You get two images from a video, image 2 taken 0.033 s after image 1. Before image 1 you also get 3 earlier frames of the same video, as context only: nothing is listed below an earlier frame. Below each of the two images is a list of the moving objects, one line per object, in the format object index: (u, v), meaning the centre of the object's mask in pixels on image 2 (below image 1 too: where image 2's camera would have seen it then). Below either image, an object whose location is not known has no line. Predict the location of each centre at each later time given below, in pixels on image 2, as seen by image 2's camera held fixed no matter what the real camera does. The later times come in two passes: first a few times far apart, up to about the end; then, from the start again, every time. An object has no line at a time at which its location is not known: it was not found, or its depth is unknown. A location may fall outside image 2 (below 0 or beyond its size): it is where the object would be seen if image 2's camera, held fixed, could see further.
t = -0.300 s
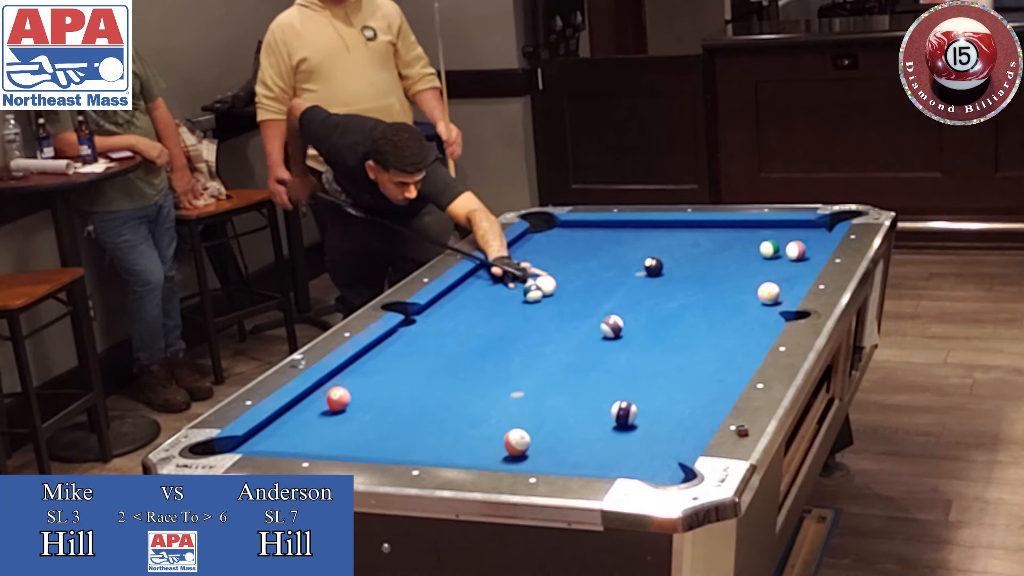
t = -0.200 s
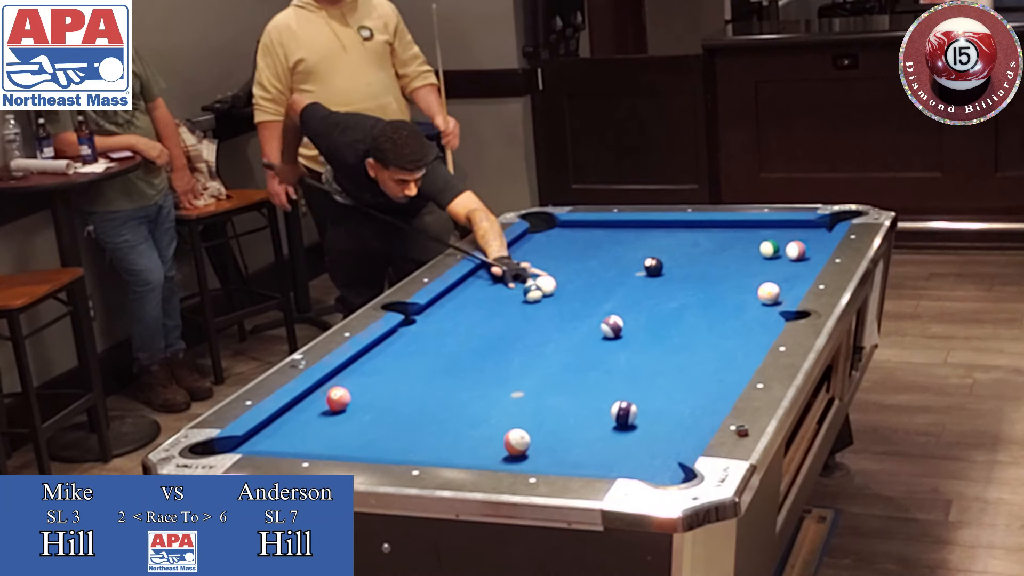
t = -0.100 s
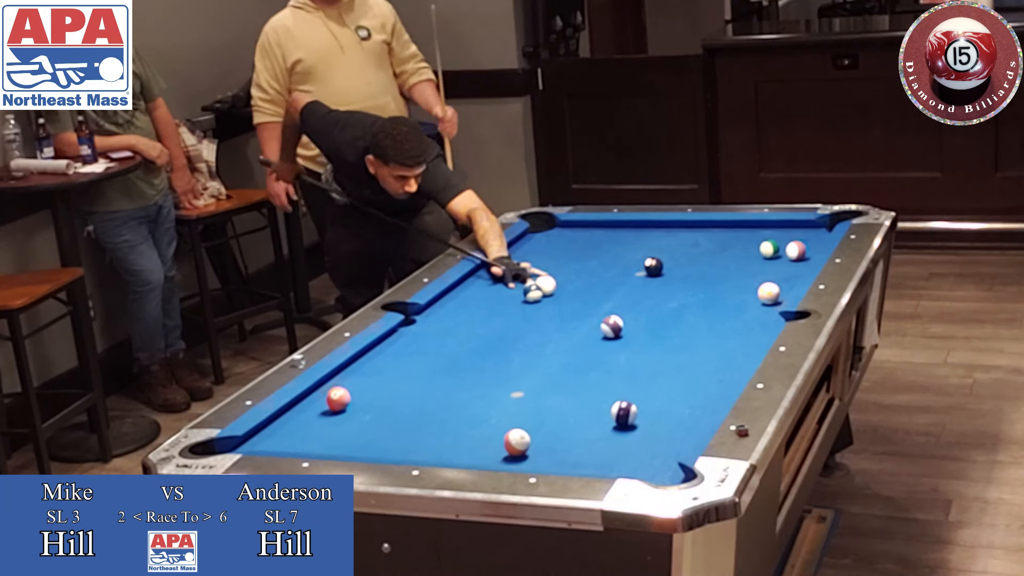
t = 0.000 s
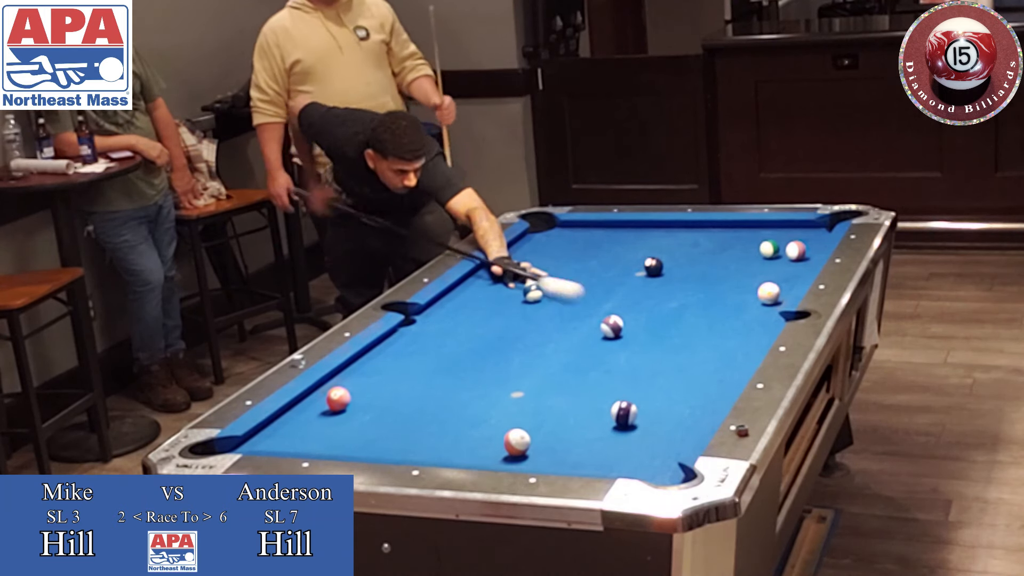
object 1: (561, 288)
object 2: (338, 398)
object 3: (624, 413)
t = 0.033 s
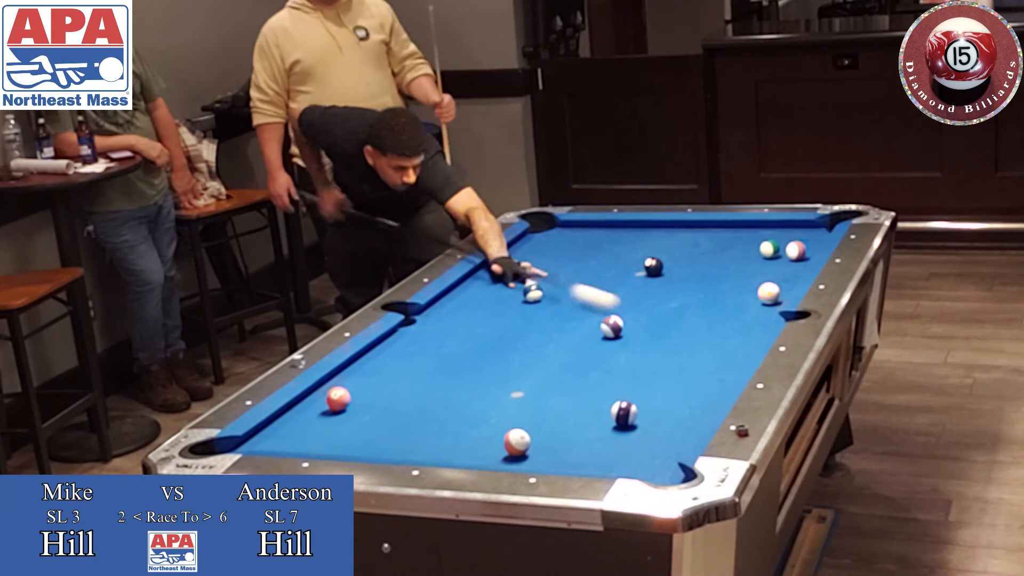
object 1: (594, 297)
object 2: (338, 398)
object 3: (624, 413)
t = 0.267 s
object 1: (652, 352)
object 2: (338, 398)
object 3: (624, 413)
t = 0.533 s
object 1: (423, 383)
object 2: (338, 398)
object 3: (624, 413)
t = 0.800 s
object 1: (326, 388)
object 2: (295, 423)
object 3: (624, 413)
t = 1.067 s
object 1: (361, 380)
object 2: (317, 446)
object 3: (624, 413)
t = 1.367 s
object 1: (406, 371)
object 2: (394, 442)
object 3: (624, 413)
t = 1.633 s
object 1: (443, 363)
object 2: (462, 431)
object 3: (624, 413)
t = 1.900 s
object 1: (477, 356)
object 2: (526, 421)
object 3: (624, 413)
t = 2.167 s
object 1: (508, 350)
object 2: (586, 414)
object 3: (624, 413)
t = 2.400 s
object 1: (533, 345)
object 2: (609, 406)
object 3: (645, 413)
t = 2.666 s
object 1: (560, 340)
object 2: (624, 398)
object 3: (674, 415)
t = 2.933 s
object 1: (583, 335)
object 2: (637, 390)
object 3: (693, 415)
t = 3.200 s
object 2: (647, 384)
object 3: (675, 415)
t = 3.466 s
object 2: (656, 378)
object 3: (660, 414)
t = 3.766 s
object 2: (664, 373)
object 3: (645, 413)
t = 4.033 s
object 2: (669, 369)
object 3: (634, 413)
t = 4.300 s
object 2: (673, 367)
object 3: (627, 413)
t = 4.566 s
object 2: (676, 365)
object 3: (621, 413)
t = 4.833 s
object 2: (677, 364)
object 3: (618, 413)
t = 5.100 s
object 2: (677, 364)
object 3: (617, 413)
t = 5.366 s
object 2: (677, 364)
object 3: (617, 413)
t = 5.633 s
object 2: (677, 364)
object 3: (617, 413)
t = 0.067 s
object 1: (630, 307)
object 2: (338, 398)
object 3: (624, 413)
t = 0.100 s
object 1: (667, 317)
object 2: (338, 398)
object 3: (624, 413)
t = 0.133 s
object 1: (705, 327)
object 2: (338, 398)
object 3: (624, 413)
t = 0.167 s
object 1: (738, 338)
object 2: (338, 398)
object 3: (624, 413)
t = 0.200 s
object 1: (721, 344)
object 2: (338, 398)
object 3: (624, 413)
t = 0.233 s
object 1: (686, 348)
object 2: (338, 398)
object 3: (624, 413)
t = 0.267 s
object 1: (652, 352)
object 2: (338, 398)
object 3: (624, 413)
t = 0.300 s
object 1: (619, 356)
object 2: (338, 398)
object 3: (624, 413)
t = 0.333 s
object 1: (588, 360)
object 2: (338, 398)
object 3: (624, 413)
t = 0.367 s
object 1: (558, 364)
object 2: (338, 398)
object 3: (624, 413)
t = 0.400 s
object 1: (529, 367)
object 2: (338, 398)
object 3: (624, 413)
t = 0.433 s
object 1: (501, 371)
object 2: (338, 398)
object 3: (624, 413)
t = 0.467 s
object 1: (474, 375)
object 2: (338, 398)
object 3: (624, 413)
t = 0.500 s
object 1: (449, 379)
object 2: (338, 398)
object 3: (624, 413)
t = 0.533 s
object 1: (423, 383)
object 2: (338, 398)
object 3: (624, 413)
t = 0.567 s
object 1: (397, 387)
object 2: (338, 398)
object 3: (624, 413)
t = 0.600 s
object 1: (371, 392)
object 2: (338, 398)
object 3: (624, 413)
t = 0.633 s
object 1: (359, 392)
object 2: (326, 401)
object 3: (624, 413)
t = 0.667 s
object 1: (354, 391)
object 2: (304, 407)
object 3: (624, 413)
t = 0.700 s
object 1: (348, 390)
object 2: (288, 412)
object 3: (624, 413)
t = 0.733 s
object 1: (342, 389)
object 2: (289, 416)
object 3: (624, 413)
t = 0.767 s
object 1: (334, 389)
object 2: (292, 420)
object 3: (624, 413)
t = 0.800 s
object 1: (326, 388)
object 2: (295, 423)
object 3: (624, 413)
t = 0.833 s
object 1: (321, 388)
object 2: (297, 427)
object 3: (624, 413)
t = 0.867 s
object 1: (328, 387)
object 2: (300, 430)
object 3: (624, 413)
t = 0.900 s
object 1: (334, 385)
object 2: (303, 433)
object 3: (624, 413)
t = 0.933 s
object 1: (339, 384)
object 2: (305, 436)
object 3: (624, 413)
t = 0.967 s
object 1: (345, 383)
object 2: (308, 440)
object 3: (624, 413)
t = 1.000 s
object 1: (350, 382)
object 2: (311, 442)
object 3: (624, 413)
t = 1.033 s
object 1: (355, 381)
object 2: (314, 444)
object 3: (624, 413)
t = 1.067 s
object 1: (361, 380)
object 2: (317, 446)
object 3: (624, 413)
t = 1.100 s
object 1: (366, 379)
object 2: (322, 447)
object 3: (624, 413)
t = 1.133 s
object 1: (371, 378)
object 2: (331, 447)
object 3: (624, 413)
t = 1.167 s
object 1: (376, 377)
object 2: (341, 447)
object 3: (624, 413)
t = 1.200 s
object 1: (382, 376)
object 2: (350, 446)
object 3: (624, 413)
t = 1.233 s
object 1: (387, 374)
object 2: (358, 445)
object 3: (624, 413)
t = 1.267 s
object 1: (392, 373)
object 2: (368, 444)
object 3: (624, 413)
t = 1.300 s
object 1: (396, 372)
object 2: (376, 443)
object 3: (624, 413)
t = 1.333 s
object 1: (401, 372)
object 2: (385, 442)
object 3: (624, 413)
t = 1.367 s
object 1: (406, 371)
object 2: (394, 442)
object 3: (624, 413)
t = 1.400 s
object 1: (411, 370)
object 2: (402, 440)
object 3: (624, 413)
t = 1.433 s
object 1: (415, 369)
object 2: (411, 439)
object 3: (624, 413)
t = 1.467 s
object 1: (420, 368)
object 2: (420, 438)
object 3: (624, 413)
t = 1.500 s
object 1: (425, 367)
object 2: (428, 436)
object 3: (624, 413)
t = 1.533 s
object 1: (429, 366)
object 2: (437, 435)
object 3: (624, 413)
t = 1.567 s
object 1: (434, 365)
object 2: (445, 434)
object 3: (624, 413)
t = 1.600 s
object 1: (438, 364)
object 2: (454, 433)
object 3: (624, 413)
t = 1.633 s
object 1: (443, 363)
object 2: (462, 431)
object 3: (624, 413)
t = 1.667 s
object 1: (447, 362)
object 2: (470, 430)
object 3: (624, 413)
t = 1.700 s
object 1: (452, 361)
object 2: (478, 429)
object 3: (624, 413)
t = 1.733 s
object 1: (456, 360)
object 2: (486, 428)
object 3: (624, 413)
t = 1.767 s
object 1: (460, 360)
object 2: (494, 427)
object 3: (624, 413)
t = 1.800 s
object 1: (464, 359)
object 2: (501, 425)
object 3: (624, 413)
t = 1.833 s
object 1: (469, 358)
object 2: (509, 422)
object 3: (624, 413)
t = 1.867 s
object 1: (473, 357)
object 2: (518, 420)
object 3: (624, 413)
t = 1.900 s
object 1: (477, 356)
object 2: (526, 421)
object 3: (624, 413)
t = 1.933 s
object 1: (481, 355)
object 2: (533, 421)
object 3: (624, 413)
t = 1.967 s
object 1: (485, 355)
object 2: (541, 420)
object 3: (624, 413)
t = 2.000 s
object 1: (489, 354)
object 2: (549, 419)
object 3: (624, 413)
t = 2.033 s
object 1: (493, 353)
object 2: (557, 418)
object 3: (624, 413)
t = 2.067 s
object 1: (497, 352)
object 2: (564, 417)
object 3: (624, 413)
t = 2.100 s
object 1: (501, 352)
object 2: (571, 416)
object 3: (624, 413)
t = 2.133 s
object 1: (505, 351)
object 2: (579, 415)
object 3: (624, 413)
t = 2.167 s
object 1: (508, 350)
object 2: (586, 414)
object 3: (624, 413)
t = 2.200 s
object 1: (512, 349)
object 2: (593, 413)
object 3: (624, 413)
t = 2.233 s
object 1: (516, 348)
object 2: (598, 412)
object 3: (625, 413)
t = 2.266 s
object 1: (519, 348)
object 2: (601, 410)
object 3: (630, 413)
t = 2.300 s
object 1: (523, 347)
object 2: (603, 409)
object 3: (633, 413)
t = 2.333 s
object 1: (526, 346)
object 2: (605, 408)
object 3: (637, 413)
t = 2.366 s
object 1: (530, 346)
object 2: (607, 407)
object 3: (641, 413)
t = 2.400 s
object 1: (533, 345)
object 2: (609, 406)
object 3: (645, 413)
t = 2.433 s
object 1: (537, 345)
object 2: (611, 405)
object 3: (649, 413)
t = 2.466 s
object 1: (540, 344)
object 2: (613, 404)
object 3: (653, 413)
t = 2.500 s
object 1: (544, 343)
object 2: (615, 403)
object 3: (657, 414)
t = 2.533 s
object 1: (547, 342)
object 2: (617, 402)
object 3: (661, 414)
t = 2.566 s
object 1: (550, 342)
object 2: (619, 401)
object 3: (664, 415)
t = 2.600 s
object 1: (553, 341)
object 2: (620, 399)
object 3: (667, 415)
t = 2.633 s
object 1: (556, 340)
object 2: (622, 398)
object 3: (671, 415)
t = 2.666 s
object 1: (560, 340)
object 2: (624, 398)
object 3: (674, 415)
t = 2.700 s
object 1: (563, 339)
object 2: (626, 396)
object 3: (677, 415)
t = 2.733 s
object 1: (566, 339)
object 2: (627, 396)
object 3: (681, 415)
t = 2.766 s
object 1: (569, 338)
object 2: (629, 395)
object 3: (685, 415)
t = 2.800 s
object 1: (572, 338)
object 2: (631, 394)
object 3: (688, 415)
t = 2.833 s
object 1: (575, 337)
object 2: (632, 393)
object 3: (691, 416)
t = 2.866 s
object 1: (577, 336)
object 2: (634, 392)
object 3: (694, 415)
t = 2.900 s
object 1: (580, 336)
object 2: (635, 391)
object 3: (695, 415)
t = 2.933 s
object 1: (583, 335)
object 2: (637, 390)
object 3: (693, 415)
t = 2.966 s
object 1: (586, 335)
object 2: (638, 389)
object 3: (691, 416)
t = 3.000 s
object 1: (589, 334)
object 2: (640, 388)
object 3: (689, 415)
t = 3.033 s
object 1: (591, 334)
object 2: (641, 387)
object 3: (686, 415)
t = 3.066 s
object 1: (594, 333)
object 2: (642, 387)
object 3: (684, 415)
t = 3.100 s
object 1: (597, 333)
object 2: (644, 386)
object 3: (682, 415)
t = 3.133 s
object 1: (599, 333)
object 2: (645, 385)
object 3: (679, 415)
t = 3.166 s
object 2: (646, 384)
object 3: (677, 415)
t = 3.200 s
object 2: (647, 384)
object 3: (675, 415)
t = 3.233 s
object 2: (649, 383)
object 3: (673, 415)
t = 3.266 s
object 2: (650, 382)
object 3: (671, 415)
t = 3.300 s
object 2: (651, 381)
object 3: (669, 415)
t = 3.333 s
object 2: (652, 381)
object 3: (667, 415)
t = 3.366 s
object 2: (653, 380)
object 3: (665, 414)
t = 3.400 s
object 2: (654, 379)
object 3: (664, 414)
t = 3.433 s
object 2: (655, 379)
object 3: (662, 414)
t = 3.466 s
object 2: (656, 378)
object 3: (660, 414)
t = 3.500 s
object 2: (657, 378)
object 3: (658, 414)
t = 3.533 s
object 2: (658, 377)
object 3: (657, 414)
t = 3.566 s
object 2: (659, 376)
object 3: (655, 413)
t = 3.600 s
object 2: (660, 376)
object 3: (653, 413)
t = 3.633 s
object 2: (661, 375)
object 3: (652, 413)
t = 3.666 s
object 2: (662, 375)
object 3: (650, 413)
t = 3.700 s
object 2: (663, 374)
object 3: (648, 413)
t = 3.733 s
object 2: (663, 374)
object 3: (647, 413)
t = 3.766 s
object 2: (664, 373)
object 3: (645, 413)
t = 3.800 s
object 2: (665, 373)
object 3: (644, 412)
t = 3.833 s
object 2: (665, 372)
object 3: (642, 412)
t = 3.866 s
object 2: (666, 372)
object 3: (641, 412)
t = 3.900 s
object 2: (667, 371)
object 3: (639, 412)
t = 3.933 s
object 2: (668, 371)
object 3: (638, 413)
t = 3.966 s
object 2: (668, 370)
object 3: (637, 413)
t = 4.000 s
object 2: (669, 370)
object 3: (635, 413)
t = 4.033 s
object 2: (669, 369)
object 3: (634, 413)
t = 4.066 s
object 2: (670, 369)
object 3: (633, 413)
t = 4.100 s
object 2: (671, 368)
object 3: (632, 413)
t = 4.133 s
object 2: (671, 368)
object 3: (631, 413)
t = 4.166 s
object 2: (672, 368)
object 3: (630, 413)
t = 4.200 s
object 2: (672, 368)
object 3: (629, 413)
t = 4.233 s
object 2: (673, 368)
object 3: (628, 413)
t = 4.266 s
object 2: (673, 367)
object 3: (627, 413)
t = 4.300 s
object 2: (673, 367)
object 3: (627, 413)
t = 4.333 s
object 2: (674, 367)
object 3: (626, 413)
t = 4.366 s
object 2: (674, 367)
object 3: (625, 413)
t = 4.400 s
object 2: (675, 366)
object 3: (624, 413)
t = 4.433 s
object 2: (675, 366)
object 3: (624, 413)
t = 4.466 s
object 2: (675, 366)
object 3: (623, 413)
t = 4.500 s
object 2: (676, 366)
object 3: (622, 413)
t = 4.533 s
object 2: (676, 365)
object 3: (622, 413)
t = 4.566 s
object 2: (676, 365)
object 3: (621, 413)
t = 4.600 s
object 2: (677, 365)
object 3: (621, 413)
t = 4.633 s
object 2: (677, 365)
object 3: (620, 413)
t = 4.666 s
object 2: (677, 365)
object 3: (619, 413)
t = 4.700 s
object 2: (677, 365)
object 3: (619, 413)
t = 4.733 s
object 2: (677, 364)
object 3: (618, 413)
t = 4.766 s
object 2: (677, 364)
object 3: (618, 413)
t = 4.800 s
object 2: (677, 364)
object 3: (618, 413)
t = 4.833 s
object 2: (677, 364)
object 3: (618, 413)
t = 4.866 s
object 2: (677, 364)
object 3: (617, 413)
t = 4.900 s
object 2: (677, 364)
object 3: (617, 413)
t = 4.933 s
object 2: (677, 364)
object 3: (617, 413)
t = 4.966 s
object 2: (677, 364)
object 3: (617, 413)
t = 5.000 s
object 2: (677, 364)
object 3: (617, 413)
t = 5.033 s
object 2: (677, 364)
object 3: (617, 413)
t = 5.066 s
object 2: (677, 364)
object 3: (617, 413)
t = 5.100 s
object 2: (677, 364)
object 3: (617, 413)
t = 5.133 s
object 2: (677, 364)
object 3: (617, 413)
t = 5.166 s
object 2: (677, 364)
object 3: (617, 413)
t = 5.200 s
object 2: (677, 364)
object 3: (617, 413)
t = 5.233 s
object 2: (677, 364)
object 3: (617, 413)
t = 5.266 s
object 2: (677, 364)
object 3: (617, 413)
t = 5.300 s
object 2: (677, 364)
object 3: (617, 413)
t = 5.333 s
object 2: (677, 364)
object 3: (617, 413)
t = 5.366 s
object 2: (677, 364)
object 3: (617, 413)
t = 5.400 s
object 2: (677, 364)
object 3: (617, 413)
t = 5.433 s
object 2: (677, 364)
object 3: (617, 413)
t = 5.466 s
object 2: (677, 364)
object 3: (617, 413)
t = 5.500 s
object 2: (677, 364)
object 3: (617, 413)
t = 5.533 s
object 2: (677, 364)
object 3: (617, 413)
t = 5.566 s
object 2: (677, 364)
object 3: (617, 413)
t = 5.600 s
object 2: (677, 364)
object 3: (617, 413)
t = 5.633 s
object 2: (677, 364)
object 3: (617, 413)
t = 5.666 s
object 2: (677, 364)
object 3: (617, 413)
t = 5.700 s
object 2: (677, 364)
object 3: (617, 413)
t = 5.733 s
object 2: (677, 364)
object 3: (617, 413)
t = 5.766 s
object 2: (677, 364)
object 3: (617, 413)
